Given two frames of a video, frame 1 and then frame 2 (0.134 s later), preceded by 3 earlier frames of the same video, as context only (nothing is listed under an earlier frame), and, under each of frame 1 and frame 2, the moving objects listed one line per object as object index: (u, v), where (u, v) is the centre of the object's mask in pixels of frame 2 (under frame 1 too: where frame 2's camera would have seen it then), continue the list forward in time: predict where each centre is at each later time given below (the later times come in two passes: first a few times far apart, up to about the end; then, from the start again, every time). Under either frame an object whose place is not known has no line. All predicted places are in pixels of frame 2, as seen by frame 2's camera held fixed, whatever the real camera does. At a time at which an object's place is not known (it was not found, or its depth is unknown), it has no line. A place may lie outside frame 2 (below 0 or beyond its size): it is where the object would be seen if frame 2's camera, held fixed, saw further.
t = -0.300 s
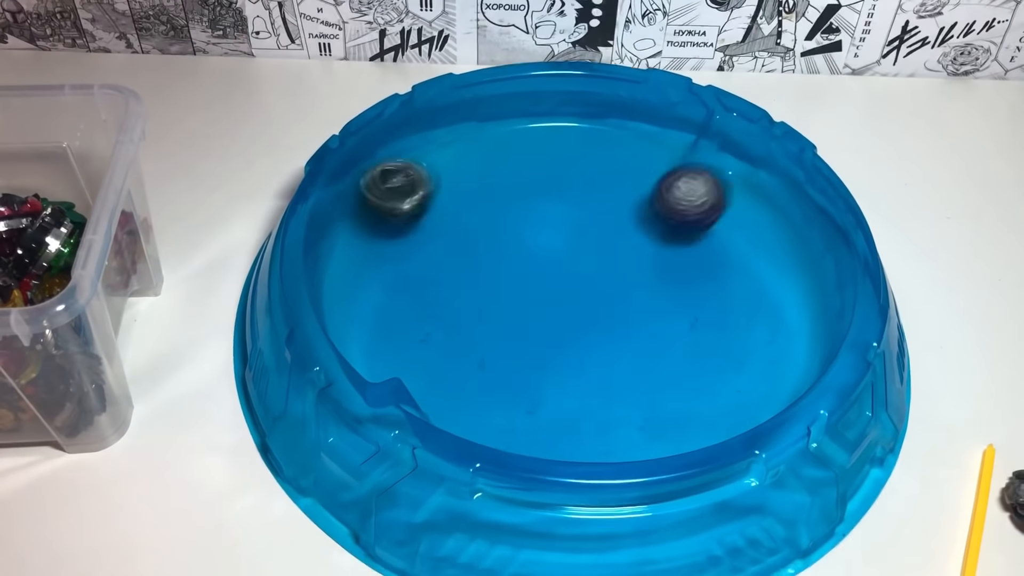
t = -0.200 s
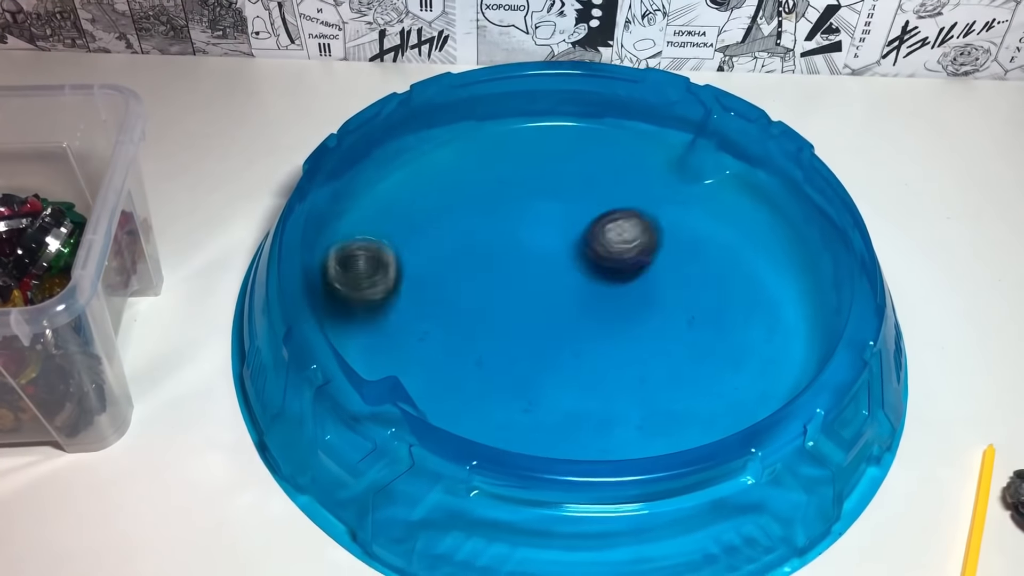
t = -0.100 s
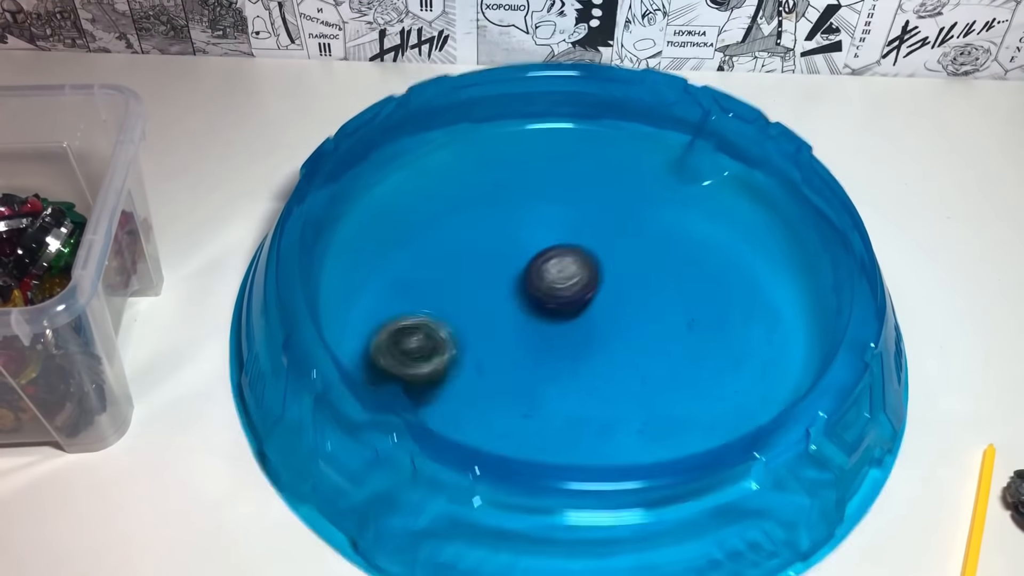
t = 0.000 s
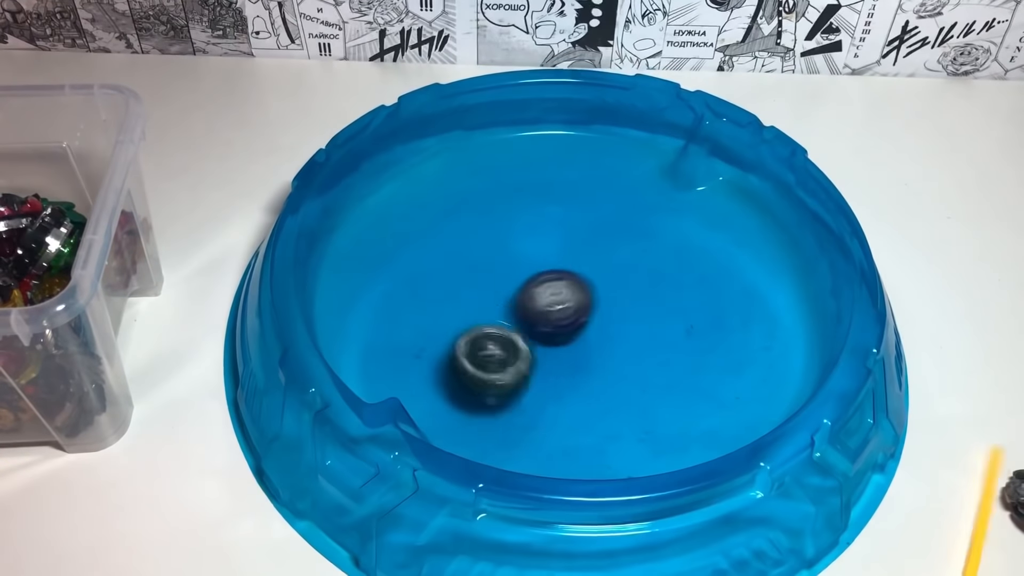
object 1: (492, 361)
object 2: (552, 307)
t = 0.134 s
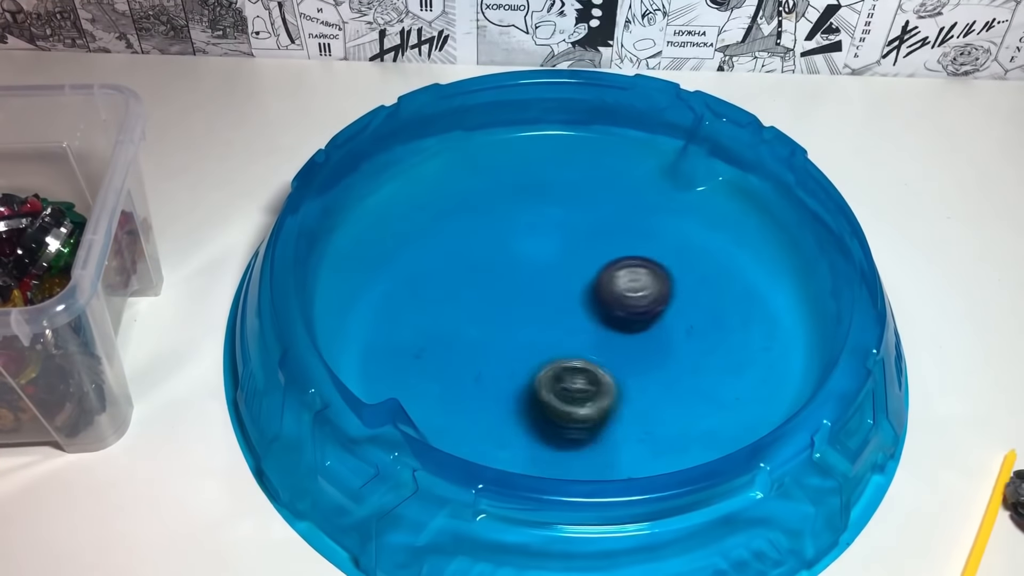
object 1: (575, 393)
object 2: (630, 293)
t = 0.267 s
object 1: (670, 347)
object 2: (665, 281)
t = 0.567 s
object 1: (556, 273)
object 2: (584, 189)
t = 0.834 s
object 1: (474, 380)
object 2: (476, 282)
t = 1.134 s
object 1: (713, 346)
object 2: (603, 416)
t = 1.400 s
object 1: (580, 181)
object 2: (756, 351)
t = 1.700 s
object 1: (356, 264)
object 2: (634, 230)
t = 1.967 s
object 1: (539, 352)
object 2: (453, 236)
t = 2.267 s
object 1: (664, 178)
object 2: (425, 333)
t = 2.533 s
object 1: (487, 131)
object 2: (593, 351)
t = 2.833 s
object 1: (482, 320)
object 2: (646, 214)
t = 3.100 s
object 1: (737, 342)
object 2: (522, 152)
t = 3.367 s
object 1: (682, 189)
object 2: (436, 234)
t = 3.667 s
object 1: (445, 213)
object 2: (579, 343)
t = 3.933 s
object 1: (448, 352)
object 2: (722, 294)
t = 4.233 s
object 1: (657, 274)
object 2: (650, 198)
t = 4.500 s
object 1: (642, 198)
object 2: (454, 135)
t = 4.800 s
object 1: (549, 280)
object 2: (374, 241)
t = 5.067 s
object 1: (670, 333)
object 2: (511, 350)
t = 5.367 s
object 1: (596, 251)
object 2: (700, 299)
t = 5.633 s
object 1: (473, 304)
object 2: (698, 204)
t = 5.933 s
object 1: (587, 339)
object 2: (559, 192)
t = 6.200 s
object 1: (570, 233)
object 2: (475, 254)
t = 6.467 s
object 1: (450, 229)
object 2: (475, 318)
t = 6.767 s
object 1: (552, 278)
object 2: (581, 366)
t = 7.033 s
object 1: (579, 183)
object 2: (669, 309)
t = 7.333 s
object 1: (516, 220)
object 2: (589, 215)
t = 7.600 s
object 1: (467, 320)
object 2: (600, 193)
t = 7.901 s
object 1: (610, 354)
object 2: (565, 230)
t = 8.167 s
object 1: (654, 261)
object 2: (548, 285)
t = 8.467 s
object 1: (553, 202)
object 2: (561, 320)
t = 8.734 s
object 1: (486, 268)
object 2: (574, 286)
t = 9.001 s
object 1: (576, 329)
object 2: (520, 250)
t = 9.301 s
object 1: (645, 263)
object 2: (502, 274)
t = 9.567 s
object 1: (556, 204)
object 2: (562, 298)
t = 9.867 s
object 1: (471, 216)
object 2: (599, 344)
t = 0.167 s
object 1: (606, 390)
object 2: (644, 292)
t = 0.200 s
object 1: (632, 380)
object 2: (655, 290)
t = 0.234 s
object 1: (655, 366)
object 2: (661, 288)
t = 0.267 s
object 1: (670, 347)
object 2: (665, 281)
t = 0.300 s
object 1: (676, 339)
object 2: (667, 267)
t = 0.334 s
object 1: (677, 331)
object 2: (668, 248)
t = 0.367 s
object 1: (673, 321)
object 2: (666, 230)
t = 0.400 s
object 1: (664, 308)
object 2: (660, 215)
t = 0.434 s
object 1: (648, 297)
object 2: (647, 206)
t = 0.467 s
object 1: (628, 286)
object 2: (634, 198)
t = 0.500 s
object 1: (606, 278)
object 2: (618, 193)
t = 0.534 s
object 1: (582, 274)
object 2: (601, 190)
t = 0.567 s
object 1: (556, 273)
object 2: (584, 189)
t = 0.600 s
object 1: (533, 276)
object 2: (564, 193)
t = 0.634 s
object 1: (512, 283)
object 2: (543, 201)
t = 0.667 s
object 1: (492, 292)
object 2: (526, 209)
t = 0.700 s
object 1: (478, 305)
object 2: (511, 220)
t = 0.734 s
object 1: (467, 321)
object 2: (498, 234)
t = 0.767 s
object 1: (462, 339)
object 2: (487, 248)
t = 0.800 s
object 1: (465, 357)
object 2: (480, 265)
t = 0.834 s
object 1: (474, 380)
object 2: (476, 282)
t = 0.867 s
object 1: (492, 398)
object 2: (476, 302)
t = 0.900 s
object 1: (517, 413)
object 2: (479, 321)
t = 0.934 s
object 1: (549, 422)
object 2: (488, 340)
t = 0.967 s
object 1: (583, 425)
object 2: (501, 358)
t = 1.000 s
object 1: (620, 421)
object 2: (517, 374)
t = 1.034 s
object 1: (653, 411)
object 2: (534, 388)
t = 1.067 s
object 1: (681, 394)
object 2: (554, 400)
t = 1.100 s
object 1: (701, 371)
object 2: (577, 410)
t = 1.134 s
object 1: (713, 346)
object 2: (603, 416)
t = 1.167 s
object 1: (716, 320)
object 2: (627, 418)
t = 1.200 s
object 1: (712, 294)
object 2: (654, 418)
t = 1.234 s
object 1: (701, 269)
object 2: (679, 415)
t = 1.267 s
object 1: (685, 245)
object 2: (703, 407)
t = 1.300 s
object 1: (663, 224)
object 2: (722, 398)
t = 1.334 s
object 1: (638, 206)
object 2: (738, 383)
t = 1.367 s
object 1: (611, 192)
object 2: (749, 369)
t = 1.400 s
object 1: (580, 181)
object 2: (756, 351)
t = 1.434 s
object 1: (549, 174)
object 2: (756, 336)
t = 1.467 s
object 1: (517, 172)
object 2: (754, 316)
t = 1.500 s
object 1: (485, 173)
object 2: (745, 300)
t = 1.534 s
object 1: (455, 177)
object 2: (735, 283)
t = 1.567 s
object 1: (427, 186)
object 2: (716, 273)
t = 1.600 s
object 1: (403, 201)
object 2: (698, 259)
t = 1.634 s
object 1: (381, 218)
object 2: (679, 248)
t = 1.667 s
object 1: (365, 240)
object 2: (657, 237)
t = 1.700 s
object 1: (356, 264)
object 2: (634, 230)
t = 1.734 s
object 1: (355, 291)
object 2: (610, 224)
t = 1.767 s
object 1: (362, 319)
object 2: (585, 220)
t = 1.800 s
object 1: (377, 347)
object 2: (561, 219)
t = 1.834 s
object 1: (401, 371)
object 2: (536, 220)
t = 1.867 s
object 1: (437, 371)
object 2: (512, 223)
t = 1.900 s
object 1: (474, 372)
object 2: (490, 228)
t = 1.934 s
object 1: (508, 361)
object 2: (471, 231)
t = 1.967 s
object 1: (539, 352)
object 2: (453, 236)
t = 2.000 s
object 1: (566, 341)
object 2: (437, 242)
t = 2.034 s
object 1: (590, 325)
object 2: (425, 250)
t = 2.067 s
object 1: (614, 308)
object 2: (416, 259)
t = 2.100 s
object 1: (634, 289)
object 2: (409, 269)
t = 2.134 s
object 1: (649, 270)
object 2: (405, 282)
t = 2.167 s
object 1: (660, 246)
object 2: (405, 295)
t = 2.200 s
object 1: (666, 224)
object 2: (408, 306)
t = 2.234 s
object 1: (666, 202)
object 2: (414, 320)
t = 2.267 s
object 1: (664, 178)
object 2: (425, 333)
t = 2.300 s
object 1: (656, 158)
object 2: (440, 343)
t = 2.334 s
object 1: (636, 145)
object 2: (457, 352)
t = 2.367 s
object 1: (615, 133)
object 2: (478, 359)
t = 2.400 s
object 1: (592, 125)
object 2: (501, 364)
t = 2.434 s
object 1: (567, 120)
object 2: (524, 365)
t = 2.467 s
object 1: (539, 119)
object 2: (548, 363)
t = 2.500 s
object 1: (513, 122)
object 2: (571, 360)
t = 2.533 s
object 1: (487, 131)
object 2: (593, 351)
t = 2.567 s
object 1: (465, 144)
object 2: (611, 343)
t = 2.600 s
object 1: (448, 162)
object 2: (627, 330)
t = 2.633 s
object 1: (434, 183)
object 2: (640, 315)
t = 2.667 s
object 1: (427, 206)
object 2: (649, 299)
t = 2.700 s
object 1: (425, 230)
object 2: (655, 282)
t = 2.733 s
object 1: (431, 255)
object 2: (657, 266)
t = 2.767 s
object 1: (442, 279)
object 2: (656, 248)
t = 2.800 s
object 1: (460, 300)
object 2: (651, 231)
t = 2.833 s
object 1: (482, 320)
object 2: (646, 214)
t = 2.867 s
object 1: (509, 336)
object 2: (636, 199)
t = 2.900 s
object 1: (540, 350)
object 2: (624, 186)
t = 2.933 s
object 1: (574, 361)
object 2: (610, 175)
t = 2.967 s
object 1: (606, 366)
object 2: (592, 168)
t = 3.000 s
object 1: (643, 366)
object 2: (575, 161)
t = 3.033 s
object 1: (678, 364)
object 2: (560, 154)
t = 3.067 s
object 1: (709, 356)
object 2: (541, 151)
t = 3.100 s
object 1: (737, 342)
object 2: (522, 152)
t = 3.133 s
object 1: (757, 323)
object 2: (506, 154)
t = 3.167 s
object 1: (761, 299)
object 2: (488, 161)
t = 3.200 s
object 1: (762, 276)
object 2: (472, 169)
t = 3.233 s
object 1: (756, 256)
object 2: (461, 177)
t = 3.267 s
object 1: (745, 234)
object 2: (450, 188)
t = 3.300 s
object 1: (728, 216)
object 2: (442, 202)
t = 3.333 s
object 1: (707, 202)
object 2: (437, 218)
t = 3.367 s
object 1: (682, 189)
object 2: (436, 234)
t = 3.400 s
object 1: (655, 180)
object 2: (438, 252)
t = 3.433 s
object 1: (626, 174)
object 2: (446, 267)
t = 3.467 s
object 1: (598, 172)
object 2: (456, 283)
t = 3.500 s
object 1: (568, 172)
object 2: (471, 298)
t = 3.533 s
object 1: (540, 176)
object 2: (489, 311)
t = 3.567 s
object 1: (513, 181)
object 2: (509, 323)
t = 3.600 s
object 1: (487, 189)
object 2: (531, 332)
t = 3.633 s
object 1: (464, 201)
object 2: (554, 339)
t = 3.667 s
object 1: (445, 213)
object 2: (579, 343)
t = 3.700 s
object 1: (426, 227)
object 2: (604, 345)
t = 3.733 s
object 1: (413, 244)
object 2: (627, 345)
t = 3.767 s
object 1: (403, 265)
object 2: (649, 341)
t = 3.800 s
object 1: (398, 284)
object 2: (670, 335)
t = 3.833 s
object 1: (397, 306)
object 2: (688, 327)
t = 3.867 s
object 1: (403, 328)
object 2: (702, 318)
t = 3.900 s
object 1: (420, 340)
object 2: (715, 306)
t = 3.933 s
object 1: (448, 352)
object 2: (722, 294)
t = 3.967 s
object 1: (478, 359)
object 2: (728, 278)
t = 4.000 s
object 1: (512, 364)
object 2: (728, 268)
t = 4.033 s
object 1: (543, 362)
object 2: (727, 254)
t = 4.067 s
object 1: (575, 355)
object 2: (722, 240)
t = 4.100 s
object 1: (601, 344)
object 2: (713, 229)
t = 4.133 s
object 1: (623, 328)
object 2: (701, 218)
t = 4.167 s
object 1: (638, 311)
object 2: (685, 211)
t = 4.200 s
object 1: (650, 295)
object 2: (669, 204)
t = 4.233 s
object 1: (657, 274)
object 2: (650, 198)
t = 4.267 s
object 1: (659, 254)
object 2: (630, 195)
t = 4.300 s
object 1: (660, 237)
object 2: (608, 193)
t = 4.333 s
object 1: (665, 233)
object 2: (580, 175)
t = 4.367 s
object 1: (668, 228)
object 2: (550, 159)
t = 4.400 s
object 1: (668, 220)
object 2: (523, 149)
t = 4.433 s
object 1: (664, 212)
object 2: (499, 140)
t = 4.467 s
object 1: (655, 204)
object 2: (476, 136)
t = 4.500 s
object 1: (642, 198)
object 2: (454, 135)
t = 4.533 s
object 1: (626, 197)
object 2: (434, 138)
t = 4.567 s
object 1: (610, 198)
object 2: (417, 143)
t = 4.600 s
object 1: (593, 203)
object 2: (405, 153)
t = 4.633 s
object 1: (576, 213)
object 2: (394, 168)
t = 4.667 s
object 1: (563, 225)
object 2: (386, 181)
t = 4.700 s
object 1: (553, 238)
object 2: (379, 195)
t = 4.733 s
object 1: (547, 252)
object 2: (374, 210)
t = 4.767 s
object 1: (546, 265)
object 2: (372, 226)
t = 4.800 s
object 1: (549, 280)
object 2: (374, 241)
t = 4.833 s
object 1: (555, 296)
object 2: (379, 260)
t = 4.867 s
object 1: (566, 309)
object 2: (387, 277)
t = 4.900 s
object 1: (581, 320)
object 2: (399, 294)
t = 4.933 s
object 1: (598, 331)
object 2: (416, 309)
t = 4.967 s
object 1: (618, 338)
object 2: (436, 321)
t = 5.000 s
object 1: (637, 341)
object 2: (458, 335)
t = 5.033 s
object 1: (654, 339)
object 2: (484, 344)
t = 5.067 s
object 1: (670, 333)
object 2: (511, 350)
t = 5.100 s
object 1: (682, 325)
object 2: (534, 358)
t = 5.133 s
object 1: (688, 314)
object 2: (563, 359)
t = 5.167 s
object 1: (688, 302)
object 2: (590, 358)
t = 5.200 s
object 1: (683, 289)
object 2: (614, 352)
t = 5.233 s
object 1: (672, 276)
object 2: (637, 346)
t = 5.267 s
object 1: (656, 265)
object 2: (657, 336)
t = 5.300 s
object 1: (637, 257)
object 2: (676, 325)
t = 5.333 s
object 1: (617, 253)
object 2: (689, 312)
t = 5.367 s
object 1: (596, 251)
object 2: (700, 299)
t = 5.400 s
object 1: (575, 250)
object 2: (710, 285)
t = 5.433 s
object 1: (554, 252)
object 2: (715, 273)
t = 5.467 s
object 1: (535, 257)
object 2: (718, 260)
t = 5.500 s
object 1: (517, 263)
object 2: (719, 247)
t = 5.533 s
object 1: (502, 271)
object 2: (716, 237)
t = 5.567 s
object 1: (488, 280)
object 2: (713, 224)
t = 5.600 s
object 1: (478, 291)
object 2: (706, 213)
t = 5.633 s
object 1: (473, 304)
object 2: (698, 204)
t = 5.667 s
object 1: (471, 316)
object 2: (687, 197)
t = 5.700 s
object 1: (476, 329)
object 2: (675, 190)
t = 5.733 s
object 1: (486, 340)
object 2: (660, 187)
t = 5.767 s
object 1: (500, 350)
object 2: (644, 184)
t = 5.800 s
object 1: (517, 356)
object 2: (626, 184)
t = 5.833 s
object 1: (535, 357)
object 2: (609, 184)
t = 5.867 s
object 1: (554, 356)
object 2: (593, 185)
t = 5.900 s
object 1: (573, 349)
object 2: (576, 188)
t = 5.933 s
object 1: (587, 339)
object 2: (559, 192)
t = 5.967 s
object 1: (597, 327)
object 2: (543, 198)
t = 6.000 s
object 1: (603, 314)
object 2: (528, 204)
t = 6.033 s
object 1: (606, 300)
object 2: (515, 212)
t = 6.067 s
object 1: (604, 286)
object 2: (504, 220)
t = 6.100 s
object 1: (600, 271)
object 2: (495, 228)
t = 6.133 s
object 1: (593, 257)
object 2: (486, 237)
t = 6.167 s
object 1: (583, 244)
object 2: (479, 246)
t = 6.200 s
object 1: (570, 233)
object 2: (475, 254)
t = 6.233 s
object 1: (555, 223)
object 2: (471, 263)
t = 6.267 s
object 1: (539, 216)
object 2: (468, 271)
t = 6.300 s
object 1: (522, 211)
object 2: (466, 280)
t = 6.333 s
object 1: (504, 209)
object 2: (467, 285)
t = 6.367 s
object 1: (487, 209)
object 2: (466, 297)
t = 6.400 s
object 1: (471, 213)
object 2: (469, 301)
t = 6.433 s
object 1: (459, 219)
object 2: (471, 309)
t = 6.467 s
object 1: (450, 229)
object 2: (475, 318)
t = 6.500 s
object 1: (446, 242)
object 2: (480, 328)
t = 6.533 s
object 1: (447, 256)
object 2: (488, 333)
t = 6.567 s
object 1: (453, 268)
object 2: (497, 340)
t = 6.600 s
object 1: (466, 278)
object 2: (508, 344)
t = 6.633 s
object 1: (481, 288)
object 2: (519, 349)
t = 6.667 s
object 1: (499, 293)
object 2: (532, 349)
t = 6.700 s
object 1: (519, 293)
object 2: (547, 355)
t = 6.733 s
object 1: (537, 286)
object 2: (565, 363)
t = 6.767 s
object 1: (552, 278)
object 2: (581, 366)
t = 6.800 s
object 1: (565, 267)
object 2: (600, 367)
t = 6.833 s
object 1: (575, 257)
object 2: (617, 363)
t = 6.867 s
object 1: (584, 242)
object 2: (634, 358)
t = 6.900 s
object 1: (589, 229)
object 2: (648, 350)
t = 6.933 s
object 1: (591, 217)
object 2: (657, 344)
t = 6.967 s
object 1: (590, 204)
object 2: (663, 335)
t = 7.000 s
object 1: (586, 193)
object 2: (667, 322)
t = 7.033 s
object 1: (579, 183)
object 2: (669, 309)
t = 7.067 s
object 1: (569, 174)
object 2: (667, 296)
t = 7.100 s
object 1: (558, 169)
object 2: (663, 283)
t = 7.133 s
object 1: (546, 168)
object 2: (656, 271)
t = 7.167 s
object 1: (535, 171)
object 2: (648, 259)
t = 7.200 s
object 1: (527, 176)
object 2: (639, 249)
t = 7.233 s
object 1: (521, 184)
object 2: (626, 239)
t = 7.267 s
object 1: (516, 195)
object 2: (615, 230)
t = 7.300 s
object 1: (514, 207)
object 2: (602, 222)
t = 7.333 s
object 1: (516, 220)
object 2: (589, 215)
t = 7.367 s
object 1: (507, 230)
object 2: (589, 208)
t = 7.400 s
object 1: (491, 244)
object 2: (598, 203)
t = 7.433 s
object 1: (480, 256)
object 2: (605, 199)
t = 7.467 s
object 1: (470, 268)
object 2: (609, 196)
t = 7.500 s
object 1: (465, 282)
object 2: (609, 195)
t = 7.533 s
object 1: (463, 293)
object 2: (608, 194)
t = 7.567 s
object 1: (464, 306)
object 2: (604, 193)
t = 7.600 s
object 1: (467, 320)
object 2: (600, 193)
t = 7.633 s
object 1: (473, 333)
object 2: (596, 192)
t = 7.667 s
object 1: (484, 342)
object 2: (591, 193)
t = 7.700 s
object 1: (498, 353)
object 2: (586, 194)
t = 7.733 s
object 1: (515, 362)
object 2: (581, 198)
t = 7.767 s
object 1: (533, 365)
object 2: (576, 202)
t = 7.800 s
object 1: (554, 368)
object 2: (573, 208)
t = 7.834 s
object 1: (575, 367)
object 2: (570, 214)
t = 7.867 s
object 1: (593, 362)
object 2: (568, 221)
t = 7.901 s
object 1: (610, 354)
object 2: (565, 230)
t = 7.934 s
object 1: (622, 344)
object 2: (564, 238)
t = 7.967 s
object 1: (631, 332)
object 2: (564, 247)
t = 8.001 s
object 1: (639, 319)
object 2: (565, 256)
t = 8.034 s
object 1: (642, 306)
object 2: (566, 264)
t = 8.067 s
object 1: (644, 297)
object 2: (566, 272)
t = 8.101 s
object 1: (652, 285)
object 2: (559, 275)
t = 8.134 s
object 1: (653, 275)
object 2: (553, 279)
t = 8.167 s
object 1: (654, 261)
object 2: (548, 285)
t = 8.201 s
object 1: (650, 249)
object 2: (545, 290)
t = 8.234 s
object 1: (645, 238)
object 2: (543, 296)
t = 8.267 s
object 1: (636, 228)
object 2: (542, 301)
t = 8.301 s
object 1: (627, 218)
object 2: (543, 306)
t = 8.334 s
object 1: (614, 211)
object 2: (545, 311)
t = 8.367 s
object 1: (601, 206)
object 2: (548, 315)
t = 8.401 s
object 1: (584, 203)
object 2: (552, 317)
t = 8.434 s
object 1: (569, 202)
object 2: (556, 319)
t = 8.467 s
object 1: (553, 202)
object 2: (561, 320)
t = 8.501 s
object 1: (539, 206)
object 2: (565, 319)
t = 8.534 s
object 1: (524, 210)
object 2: (569, 318)
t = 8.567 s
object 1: (512, 217)
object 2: (573, 314)
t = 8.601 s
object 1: (501, 225)
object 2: (576, 310)
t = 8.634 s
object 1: (495, 234)
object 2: (577, 305)
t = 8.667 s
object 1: (488, 247)
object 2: (577, 299)
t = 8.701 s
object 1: (486, 257)
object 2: (576, 292)
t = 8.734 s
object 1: (486, 268)
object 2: (574, 286)
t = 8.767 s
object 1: (488, 281)
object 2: (570, 279)
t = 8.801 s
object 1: (495, 294)
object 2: (566, 273)
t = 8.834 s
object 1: (503, 303)
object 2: (562, 266)
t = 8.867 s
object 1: (514, 311)
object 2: (555, 259)
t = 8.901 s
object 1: (528, 318)
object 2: (546, 255)
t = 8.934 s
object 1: (543, 323)
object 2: (538, 253)
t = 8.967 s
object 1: (559, 327)
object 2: (528, 251)
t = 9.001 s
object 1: (576, 329)
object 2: (520, 250)
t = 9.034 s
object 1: (593, 329)
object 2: (513, 249)
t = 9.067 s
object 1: (607, 326)
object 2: (506, 250)
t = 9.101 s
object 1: (622, 321)
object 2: (501, 252)
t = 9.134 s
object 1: (634, 314)
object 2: (496, 254)
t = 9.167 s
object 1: (643, 306)
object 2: (493, 258)
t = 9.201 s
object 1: (649, 295)
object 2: (492, 262)
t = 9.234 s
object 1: (650, 284)
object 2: (493, 267)
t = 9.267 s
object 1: (649, 273)
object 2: (497, 271)
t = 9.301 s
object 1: (645, 263)
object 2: (502, 274)
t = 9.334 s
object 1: (636, 252)
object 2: (508, 278)
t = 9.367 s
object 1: (629, 243)
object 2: (517, 280)
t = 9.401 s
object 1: (616, 236)
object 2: (525, 281)
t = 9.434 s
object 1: (603, 230)
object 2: (535, 281)
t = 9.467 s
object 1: (591, 227)
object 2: (545, 280)
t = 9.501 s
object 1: (575, 221)
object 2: (554, 278)
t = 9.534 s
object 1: (566, 213)
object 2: (559, 288)
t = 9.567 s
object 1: (556, 204)
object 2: (562, 298)
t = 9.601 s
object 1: (545, 197)
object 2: (566, 308)
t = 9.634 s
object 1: (535, 191)
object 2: (570, 317)
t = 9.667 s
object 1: (522, 188)
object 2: (573, 324)
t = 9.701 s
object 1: (510, 186)
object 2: (577, 330)
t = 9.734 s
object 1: (500, 186)
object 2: (581, 336)
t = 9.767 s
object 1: (488, 191)
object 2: (585, 340)
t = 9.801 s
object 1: (480, 196)
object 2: (588, 344)
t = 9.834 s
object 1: (473, 207)
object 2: (592, 347)
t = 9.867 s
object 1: (471, 216)
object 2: (599, 344)
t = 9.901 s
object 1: (474, 228)
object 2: (603, 346)
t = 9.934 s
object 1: (478, 239)
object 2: (608, 343)
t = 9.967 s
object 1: (486, 247)
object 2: (611, 343)
